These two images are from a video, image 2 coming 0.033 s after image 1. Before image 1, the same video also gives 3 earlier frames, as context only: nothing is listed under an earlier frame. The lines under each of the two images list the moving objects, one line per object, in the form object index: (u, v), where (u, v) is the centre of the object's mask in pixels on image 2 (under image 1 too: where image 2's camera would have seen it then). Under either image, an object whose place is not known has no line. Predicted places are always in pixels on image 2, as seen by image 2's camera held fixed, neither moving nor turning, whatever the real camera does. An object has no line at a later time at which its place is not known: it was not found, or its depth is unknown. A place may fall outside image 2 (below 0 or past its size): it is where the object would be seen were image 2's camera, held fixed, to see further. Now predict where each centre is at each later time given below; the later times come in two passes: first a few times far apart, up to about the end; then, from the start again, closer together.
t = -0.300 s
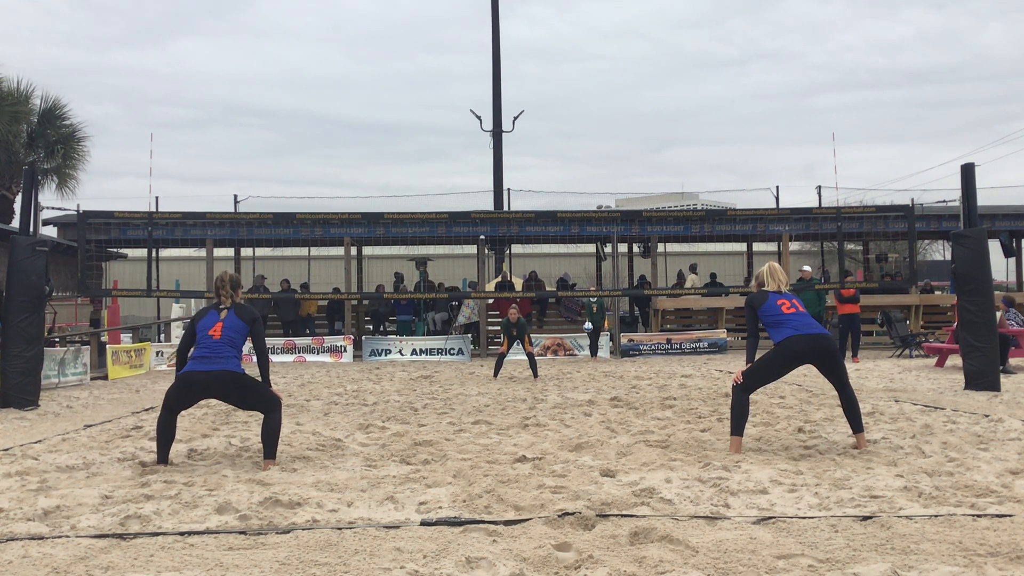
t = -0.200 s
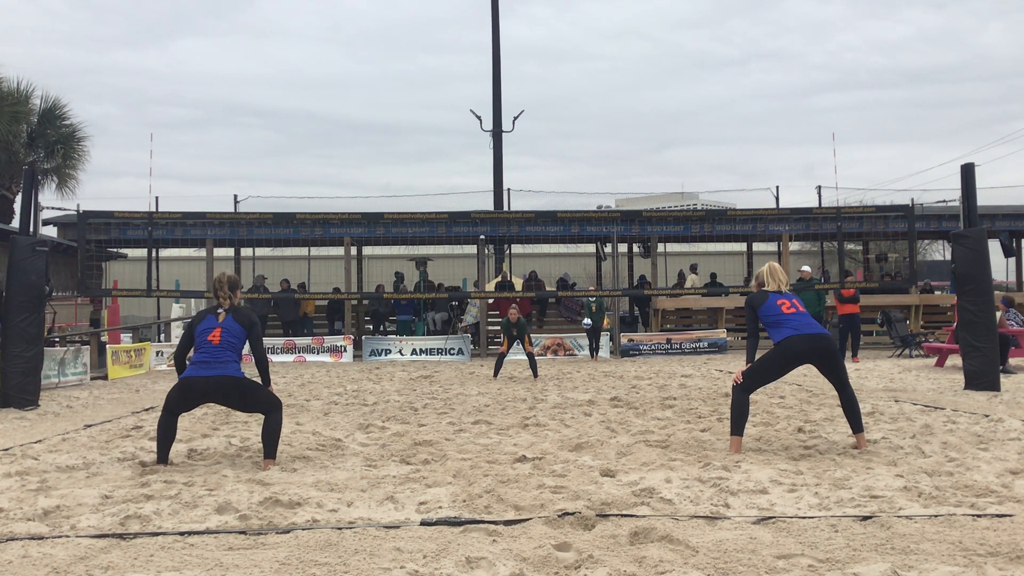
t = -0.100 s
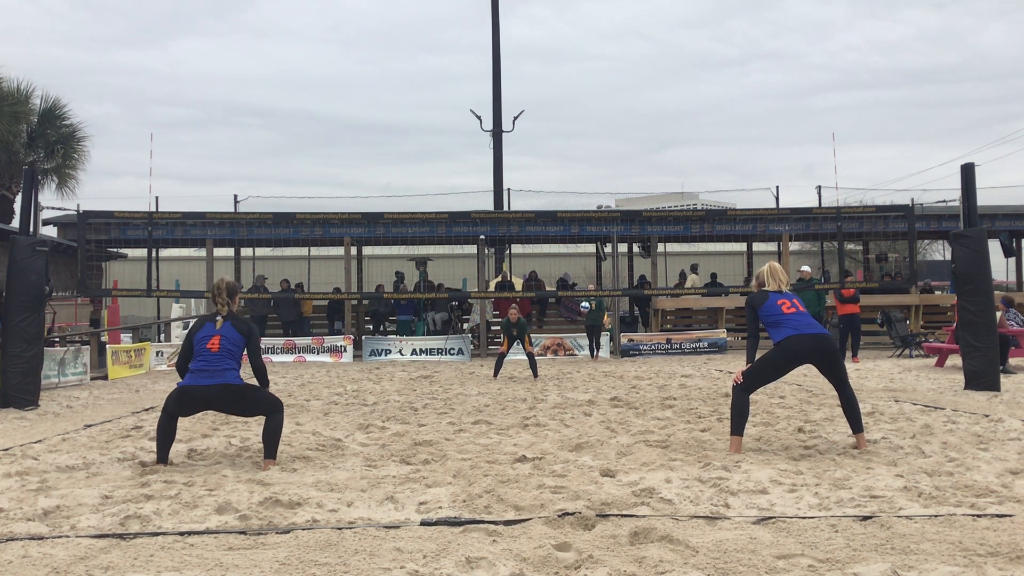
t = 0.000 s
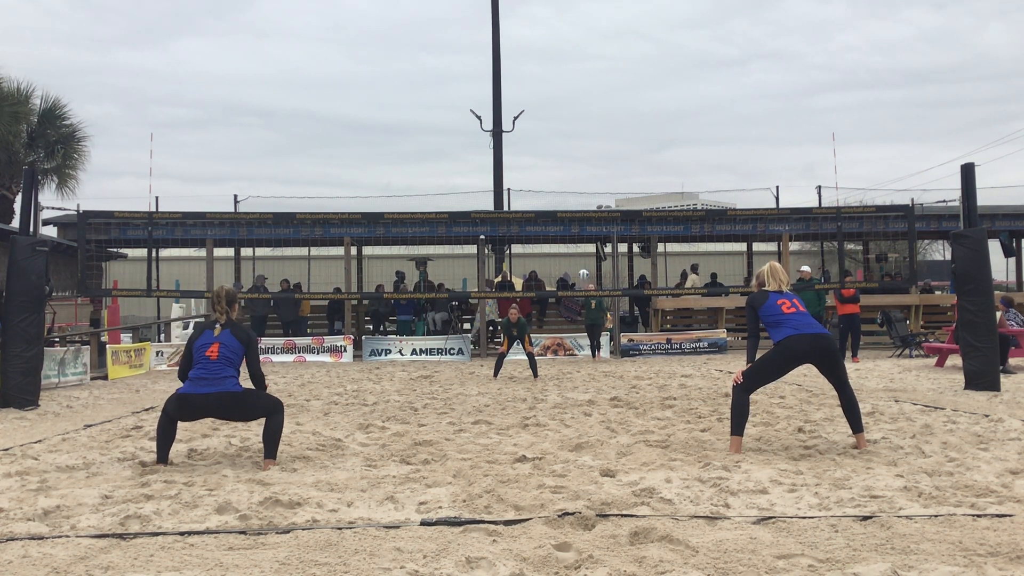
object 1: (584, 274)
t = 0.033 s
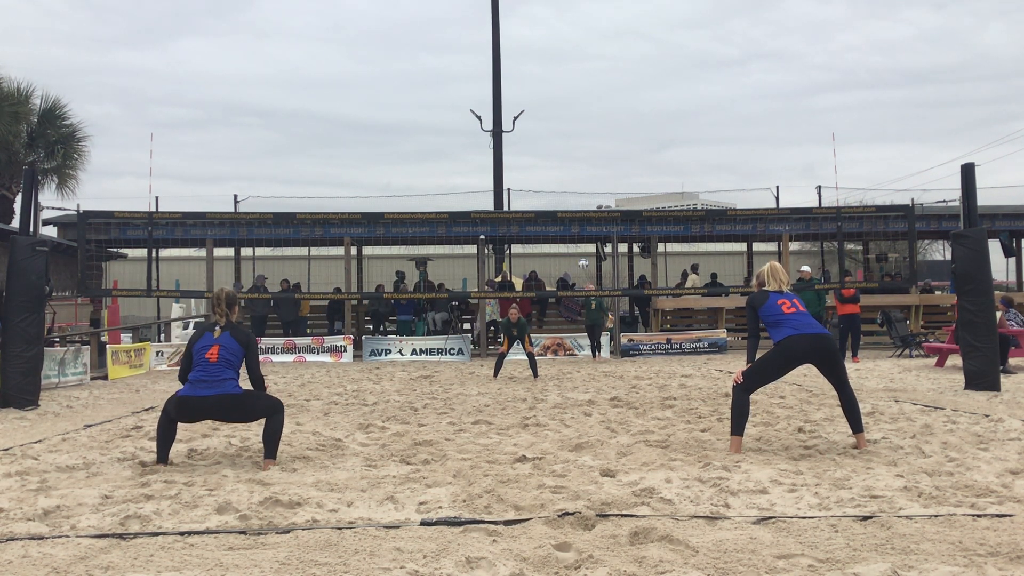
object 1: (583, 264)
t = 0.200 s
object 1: (581, 221)
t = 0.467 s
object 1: (579, 174)
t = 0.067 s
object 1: (583, 254)
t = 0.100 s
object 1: (582, 244)
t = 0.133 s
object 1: (582, 235)
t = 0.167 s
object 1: (582, 227)
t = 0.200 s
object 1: (581, 221)
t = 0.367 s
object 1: (580, 187)
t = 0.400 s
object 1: (579, 182)
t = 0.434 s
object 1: (579, 178)
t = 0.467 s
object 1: (579, 174)
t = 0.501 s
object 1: (579, 171)
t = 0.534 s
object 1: (578, 168)
